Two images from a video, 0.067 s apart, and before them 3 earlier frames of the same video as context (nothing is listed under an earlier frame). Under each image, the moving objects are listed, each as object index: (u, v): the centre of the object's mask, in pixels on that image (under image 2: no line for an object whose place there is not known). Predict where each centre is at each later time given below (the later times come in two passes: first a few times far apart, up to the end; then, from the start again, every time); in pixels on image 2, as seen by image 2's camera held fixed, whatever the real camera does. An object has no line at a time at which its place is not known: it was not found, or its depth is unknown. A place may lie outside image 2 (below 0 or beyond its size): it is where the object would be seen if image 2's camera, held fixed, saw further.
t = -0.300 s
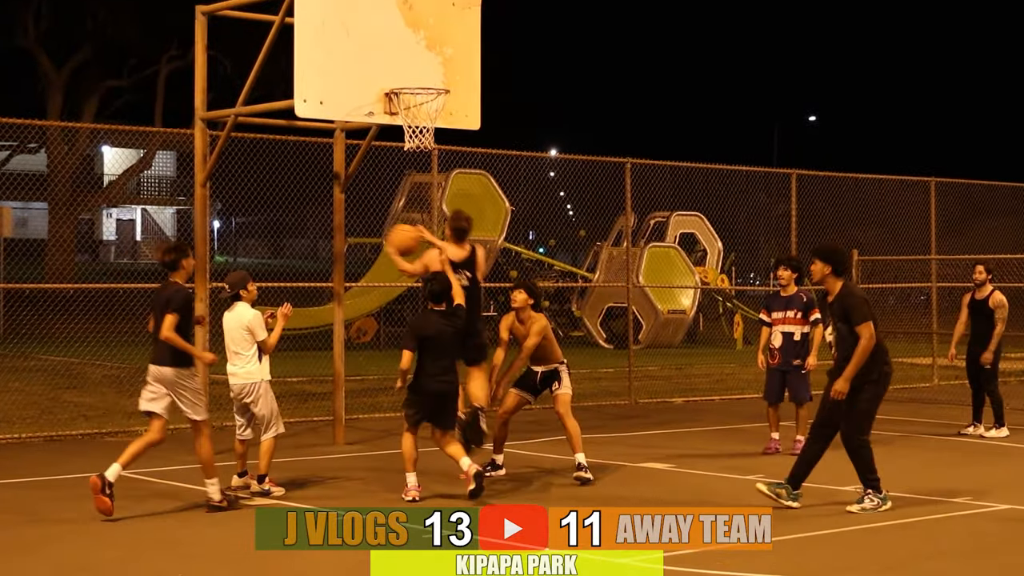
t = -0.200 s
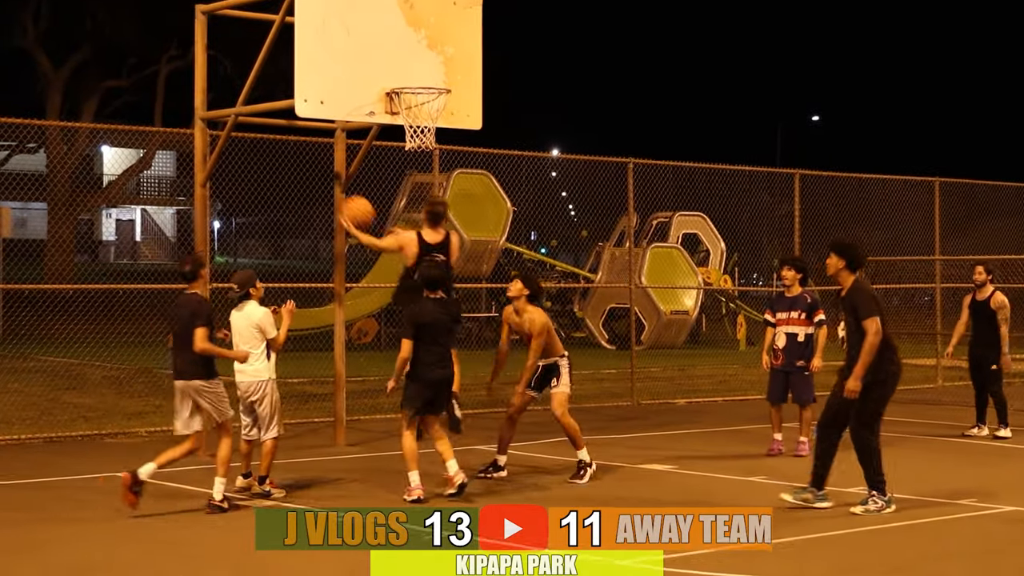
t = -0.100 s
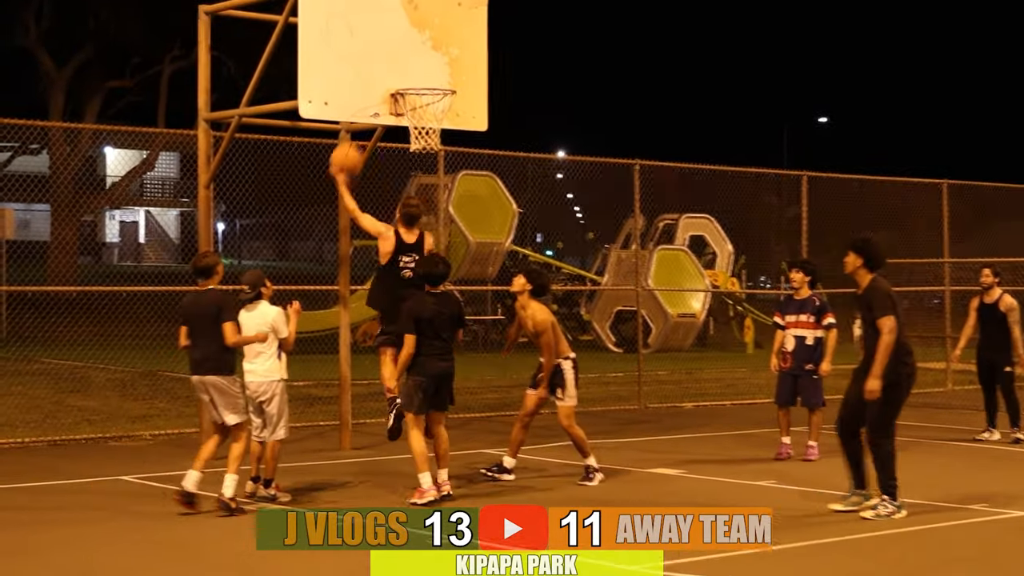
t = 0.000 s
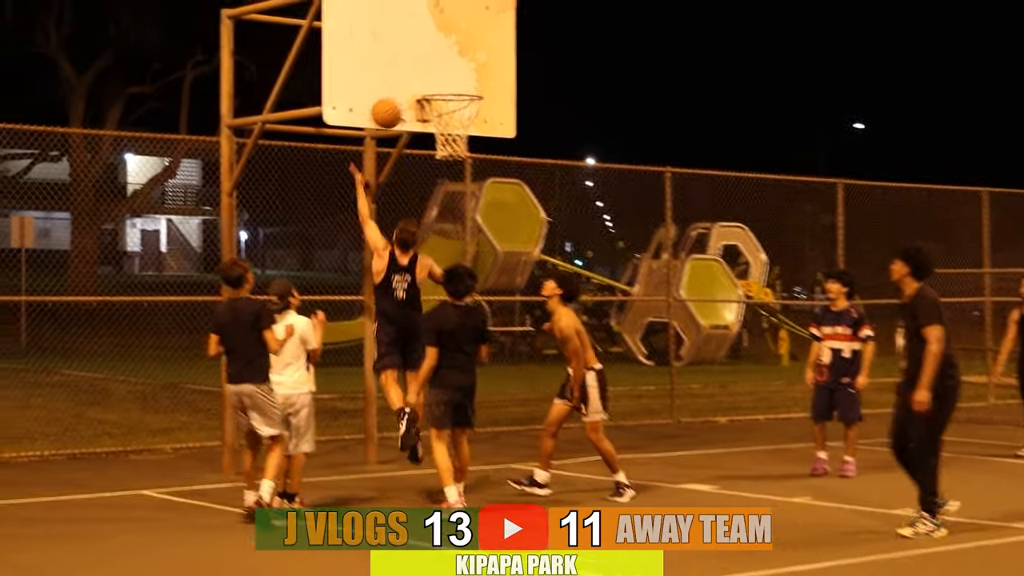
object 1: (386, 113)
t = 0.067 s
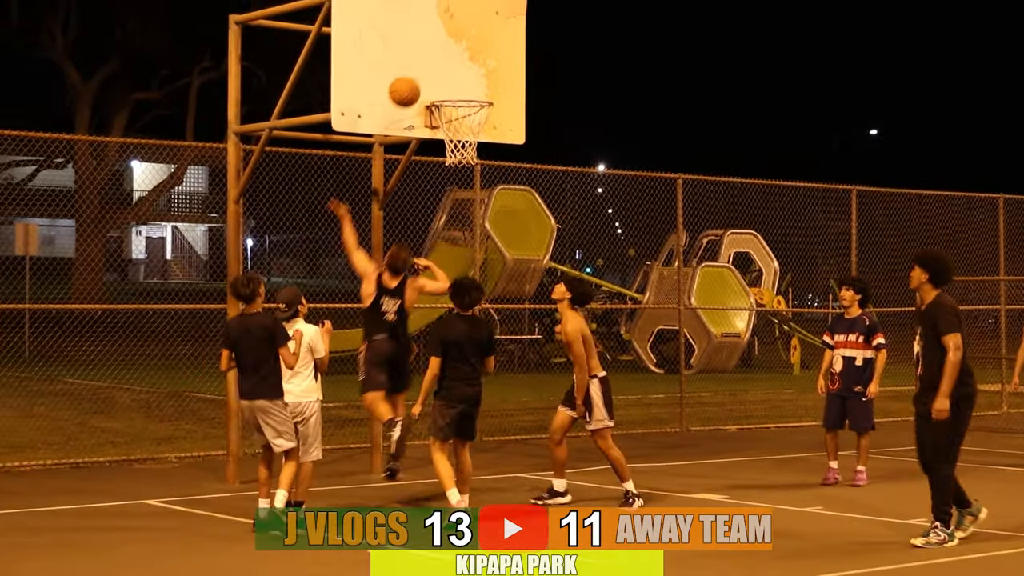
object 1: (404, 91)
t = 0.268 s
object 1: (432, 44)
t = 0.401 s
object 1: (450, 42)
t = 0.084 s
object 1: (407, 85)
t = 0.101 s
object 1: (409, 80)
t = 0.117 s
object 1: (411, 74)
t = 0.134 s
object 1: (414, 69)
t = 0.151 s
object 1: (416, 65)
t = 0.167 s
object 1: (418, 61)
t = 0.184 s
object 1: (421, 57)
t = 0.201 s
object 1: (423, 54)
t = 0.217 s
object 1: (425, 51)
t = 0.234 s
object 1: (427, 49)
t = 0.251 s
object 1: (430, 46)
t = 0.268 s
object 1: (432, 44)
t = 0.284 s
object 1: (434, 43)
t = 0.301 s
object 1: (436, 42)
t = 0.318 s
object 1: (439, 41)
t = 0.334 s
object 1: (441, 40)
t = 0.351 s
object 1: (443, 40)
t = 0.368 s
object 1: (446, 40)
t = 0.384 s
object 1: (448, 41)
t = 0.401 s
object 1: (450, 42)
